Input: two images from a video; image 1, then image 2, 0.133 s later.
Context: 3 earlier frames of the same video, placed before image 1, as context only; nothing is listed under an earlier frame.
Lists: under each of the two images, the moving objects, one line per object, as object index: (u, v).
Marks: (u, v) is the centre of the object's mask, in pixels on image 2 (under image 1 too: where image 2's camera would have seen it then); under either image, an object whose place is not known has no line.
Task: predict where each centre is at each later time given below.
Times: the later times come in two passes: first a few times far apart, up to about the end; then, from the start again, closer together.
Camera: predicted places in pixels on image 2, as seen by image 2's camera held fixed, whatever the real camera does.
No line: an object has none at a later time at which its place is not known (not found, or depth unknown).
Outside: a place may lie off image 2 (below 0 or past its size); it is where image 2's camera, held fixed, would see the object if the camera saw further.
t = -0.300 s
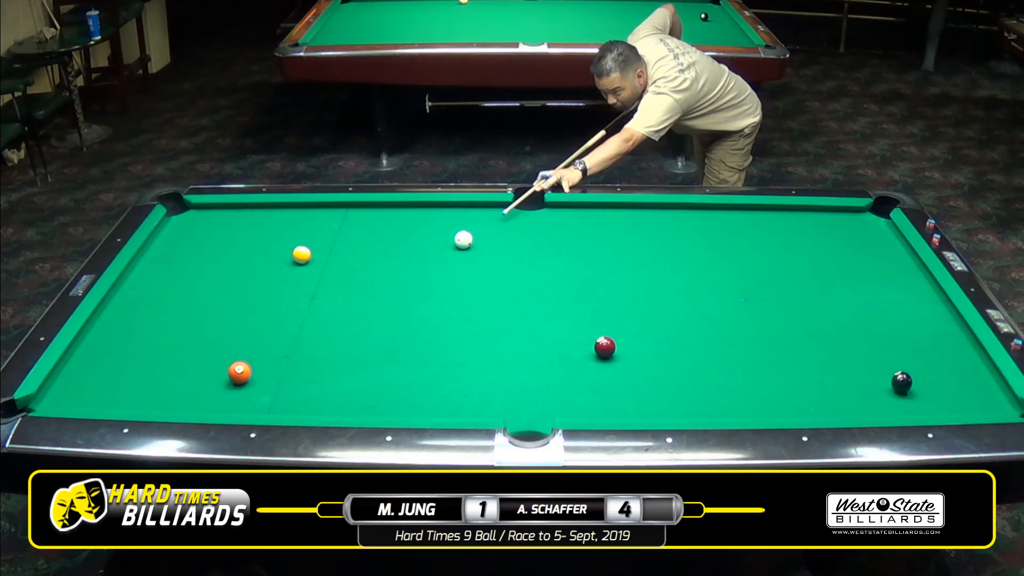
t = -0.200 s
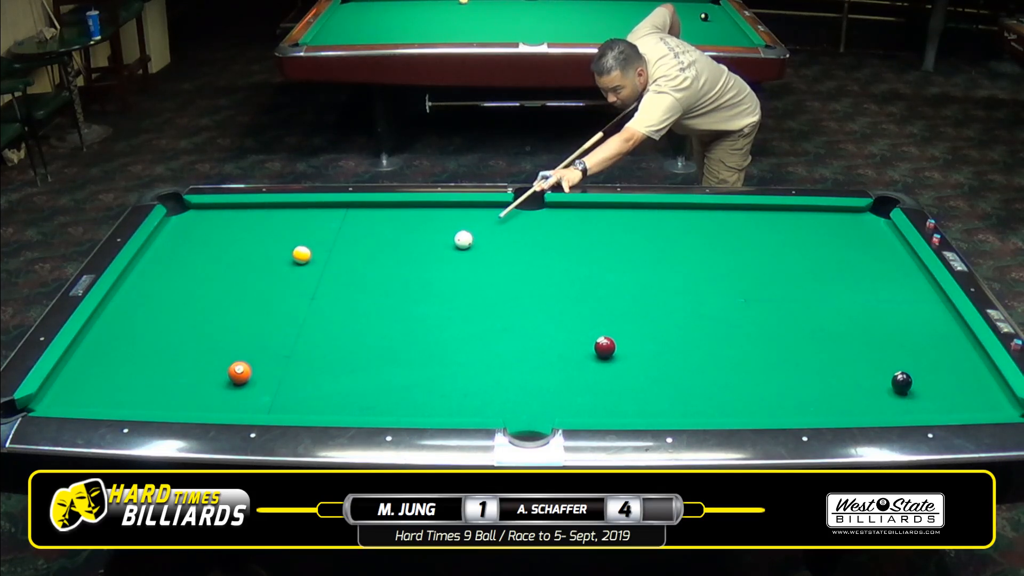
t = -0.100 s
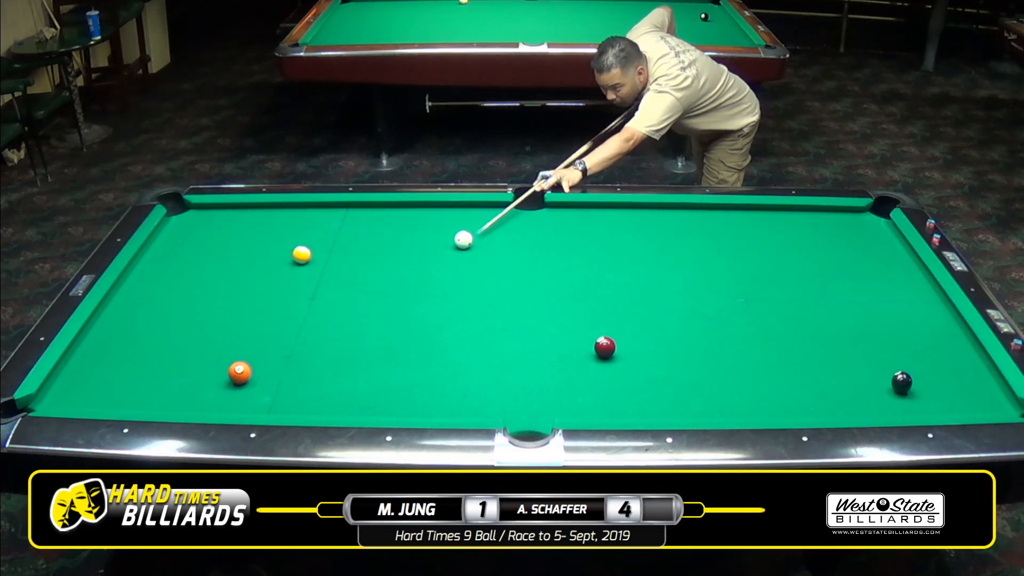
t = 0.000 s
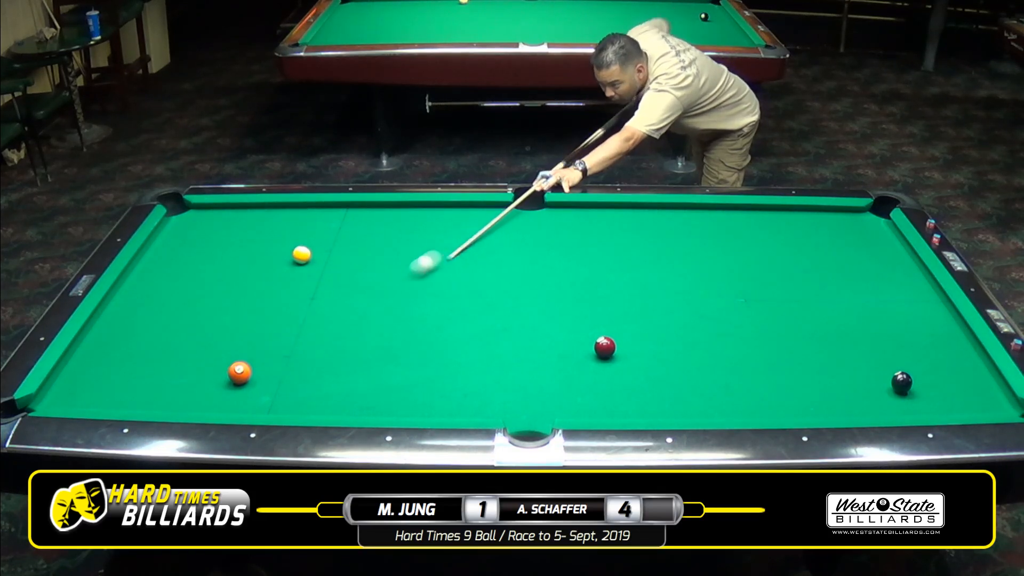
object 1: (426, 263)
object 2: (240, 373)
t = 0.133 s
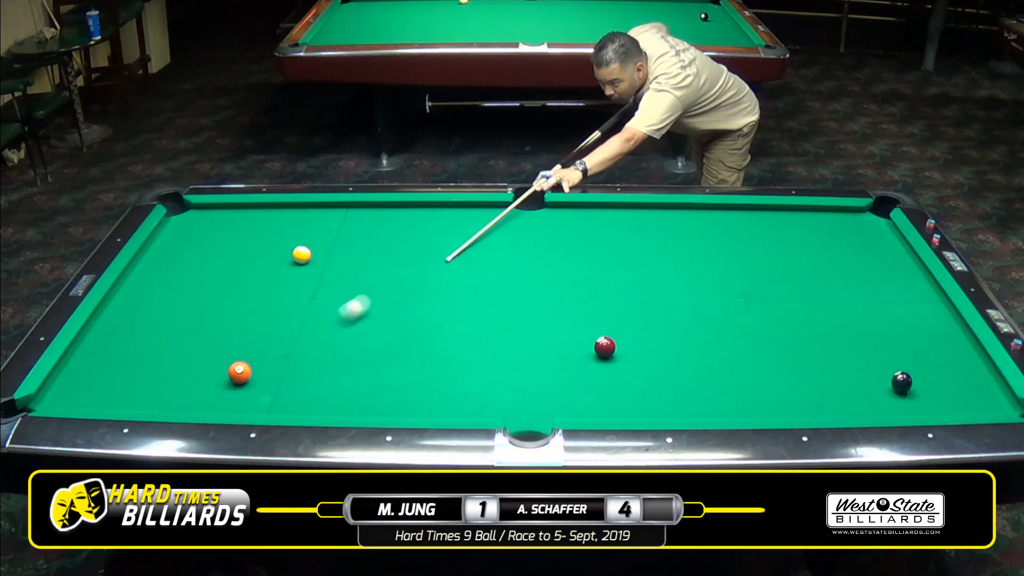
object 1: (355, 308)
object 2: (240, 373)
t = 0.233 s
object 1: (304, 341)
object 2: (240, 373)
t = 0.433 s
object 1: (261, 393)
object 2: (196, 379)
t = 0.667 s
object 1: (290, 391)
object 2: (127, 389)
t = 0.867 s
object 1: (326, 368)
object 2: (71, 396)
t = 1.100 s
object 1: (364, 344)
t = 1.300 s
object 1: (393, 326)
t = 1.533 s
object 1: (425, 306)
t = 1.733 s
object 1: (449, 291)
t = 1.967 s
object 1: (476, 274)
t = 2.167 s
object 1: (496, 262)
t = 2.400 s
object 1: (517, 248)
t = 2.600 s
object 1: (534, 238)
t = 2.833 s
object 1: (552, 226)
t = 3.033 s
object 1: (566, 217)
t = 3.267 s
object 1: (581, 208)
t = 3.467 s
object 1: (590, 210)
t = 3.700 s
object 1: (599, 216)
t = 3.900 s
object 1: (607, 220)
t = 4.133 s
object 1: (615, 225)
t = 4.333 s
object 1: (621, 229)
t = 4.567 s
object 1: (628, 234)
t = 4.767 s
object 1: (634, 237)
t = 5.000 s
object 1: (640, 240)
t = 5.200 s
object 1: (644, 243)
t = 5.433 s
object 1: (648, 246)
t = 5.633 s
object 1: (650, 248)
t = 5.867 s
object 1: (653, 249)
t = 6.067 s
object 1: (654, 250)
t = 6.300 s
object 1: (654, 251)
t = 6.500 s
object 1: (654, 251)
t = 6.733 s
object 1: (654, 251)
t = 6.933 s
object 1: (654, 251)
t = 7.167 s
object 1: (654, 251)
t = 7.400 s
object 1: (654, 251)
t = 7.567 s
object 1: (654, 251)
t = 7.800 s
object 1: (654, 251)
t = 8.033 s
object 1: (654, 251)
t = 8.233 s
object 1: (654, 251)
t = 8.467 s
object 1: (654, 251)
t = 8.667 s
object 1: (654, 251)
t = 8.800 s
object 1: (654, 251)
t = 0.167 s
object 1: (338, 319)
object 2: (240, 373)
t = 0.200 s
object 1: (320, 330)
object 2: (240, 373)
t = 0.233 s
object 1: (304, 341)
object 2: (240, 373)
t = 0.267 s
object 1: (288, 351)
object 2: (240, 373)
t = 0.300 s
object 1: (272, 362)
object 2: (239, 373)
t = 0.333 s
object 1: (262, 371)
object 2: (235, 373)
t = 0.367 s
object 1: (262, 379)
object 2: (221, 375)
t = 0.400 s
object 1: (262, 386)
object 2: (208, 377)
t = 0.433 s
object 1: (261, 393)
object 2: (196, 379)
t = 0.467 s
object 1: (260, 401)
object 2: (186, 381)
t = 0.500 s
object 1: (259, 405)
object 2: (176, 381)
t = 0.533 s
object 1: (264, 405)
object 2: (166, 383)
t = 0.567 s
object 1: (271, 402)
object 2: (156, 385)
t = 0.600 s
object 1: (277, 399)
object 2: (146, 386)
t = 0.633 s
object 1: (284, 394)
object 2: (136, 388)
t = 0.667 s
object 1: (290, 391)
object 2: (127, 389)
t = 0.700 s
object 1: (296, 386)
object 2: (117, 390)
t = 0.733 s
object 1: (302, 383)
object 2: (108, 391)
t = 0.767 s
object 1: (308, 379)
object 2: (99, 393)
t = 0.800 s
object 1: (314, 375)
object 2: (89, 394)
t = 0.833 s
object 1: (320, 372)
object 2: (80, 395)
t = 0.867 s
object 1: (326, 368)
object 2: (71, 396)
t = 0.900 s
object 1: (332, 364)
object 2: (62, 397)
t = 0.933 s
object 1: (337, 361)
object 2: (53, 398)
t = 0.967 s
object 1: (343, 357)
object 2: (43, 399)
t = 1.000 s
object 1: (348, 354)
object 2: (34, 401)
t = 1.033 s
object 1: (353, 351)
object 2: (28, 405)
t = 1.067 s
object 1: (359, 347)
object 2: (25, 409)
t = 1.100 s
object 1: (364, 344)
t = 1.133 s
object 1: (369, 341)
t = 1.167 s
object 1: (374, 338)
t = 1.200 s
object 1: (379, 335)
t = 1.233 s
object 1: (384, 332)
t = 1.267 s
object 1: (389, 329)
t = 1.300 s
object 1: (393, 326)
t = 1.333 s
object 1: (398, 323)
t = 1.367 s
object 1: (403, 320)
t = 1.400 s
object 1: (407, 317)
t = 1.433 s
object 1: (412, 314)
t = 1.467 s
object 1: (416, 312)
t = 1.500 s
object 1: (421, 309)
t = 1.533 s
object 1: (425, 306)
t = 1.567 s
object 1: (429, 303)
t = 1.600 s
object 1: (434, 301)
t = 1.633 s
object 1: (437, 298)
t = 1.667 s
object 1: (442, 296)
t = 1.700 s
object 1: (446, 293)
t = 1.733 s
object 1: (449, 291)
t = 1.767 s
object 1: (453, 288)
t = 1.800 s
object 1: (457, 286)
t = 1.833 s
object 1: (461, 284)
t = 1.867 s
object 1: (465, 281)
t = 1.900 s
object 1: (468, 279)
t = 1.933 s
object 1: (472, 277)
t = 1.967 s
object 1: (476, 274)
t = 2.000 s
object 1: (479, 272)
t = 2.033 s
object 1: (482, 270)
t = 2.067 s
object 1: (486, 268)
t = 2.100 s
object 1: (489, 266)
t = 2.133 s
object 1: (492, 264)
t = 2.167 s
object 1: (496, 262)
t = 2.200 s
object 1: (499, 260)
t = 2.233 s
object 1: (502, 258)
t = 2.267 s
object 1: (505, 256)
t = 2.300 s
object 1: (508, 254)
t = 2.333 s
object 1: (511, 252)
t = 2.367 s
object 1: (514, 250)
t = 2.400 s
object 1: (517, 248)
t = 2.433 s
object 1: (520, 246)
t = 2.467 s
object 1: (523, 244)
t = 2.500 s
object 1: (526, 243)
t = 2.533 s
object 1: (529, 241)
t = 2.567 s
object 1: (531, 239)
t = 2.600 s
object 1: (534, 238)
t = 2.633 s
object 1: (536, 236)
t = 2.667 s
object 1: (539, 234)
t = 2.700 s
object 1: (542, 232)
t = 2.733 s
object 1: (544, 231)
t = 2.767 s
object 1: (547, 229)
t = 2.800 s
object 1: (549, 228)
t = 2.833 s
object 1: (552, 226)
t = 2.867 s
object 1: (554, 225)
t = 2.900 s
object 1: (557, 223)
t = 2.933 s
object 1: (559, 222)
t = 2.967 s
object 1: (561, 220)
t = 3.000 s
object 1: (563, 219)
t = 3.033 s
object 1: (566, 217)
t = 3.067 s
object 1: (568, 216)
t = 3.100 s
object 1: (570, 215)
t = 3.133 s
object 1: (572, 213)
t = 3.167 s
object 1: (574, 212)
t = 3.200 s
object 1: (576, 211)
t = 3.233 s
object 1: (579, 209)
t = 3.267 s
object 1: (581, 208)
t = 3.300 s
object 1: (583, 207)
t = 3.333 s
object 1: (585, 206)
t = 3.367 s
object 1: (586, 207)
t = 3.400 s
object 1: (587, 208)
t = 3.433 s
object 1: (589, 209)
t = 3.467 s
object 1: (590, 210)
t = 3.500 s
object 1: (591, 211)
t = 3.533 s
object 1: (593, 211)
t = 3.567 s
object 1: (594, 212)
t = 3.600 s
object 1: (595, 213)
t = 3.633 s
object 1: (597, 214)
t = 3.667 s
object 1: (598, 215)
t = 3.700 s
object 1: (599, 216)
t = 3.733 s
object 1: (600, 216)
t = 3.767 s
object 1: (602, 217)
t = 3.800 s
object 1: (603, 218)
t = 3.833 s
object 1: (604, 219)
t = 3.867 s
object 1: (606, 219)
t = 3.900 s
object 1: (607, 220)
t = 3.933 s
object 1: (608, 221)
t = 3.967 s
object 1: (609, 222)
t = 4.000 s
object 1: (610, 222)
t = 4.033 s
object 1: (611, 223)
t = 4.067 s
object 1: (612, 224)
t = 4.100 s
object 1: (614, 225)
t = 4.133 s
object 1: (615, 225)
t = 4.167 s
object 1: (616, 226)
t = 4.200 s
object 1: (617, 227)
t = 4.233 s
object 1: (618, 227)
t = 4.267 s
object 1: (619, 228)
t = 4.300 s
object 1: (620, 229)
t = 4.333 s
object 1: (621, 229)
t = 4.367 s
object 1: (622, 230)
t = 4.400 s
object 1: (623, 231)
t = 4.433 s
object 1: (624, 231)
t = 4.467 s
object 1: (626, 232)
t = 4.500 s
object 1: (626, 232)
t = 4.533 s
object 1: (627, 233)
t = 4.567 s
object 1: (628, 234)
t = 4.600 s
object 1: (629, 234)
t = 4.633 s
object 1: (630, 235)
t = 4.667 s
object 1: (631, 235)
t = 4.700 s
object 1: (632, 236)
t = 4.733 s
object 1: (633, 236)
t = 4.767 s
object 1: (634, 237)
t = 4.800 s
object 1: (635, 237)
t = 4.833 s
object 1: (636, 238)
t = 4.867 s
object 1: (637, 238)
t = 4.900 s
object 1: (638, 239)
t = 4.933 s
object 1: (638, 239)
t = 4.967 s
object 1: (639, 240)
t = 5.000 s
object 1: (640, 240)
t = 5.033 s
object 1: (640, 241)
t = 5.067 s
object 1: (641, 241)
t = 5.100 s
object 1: (642, 242)
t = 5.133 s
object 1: (642, 242)
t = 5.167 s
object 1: (643, 243)
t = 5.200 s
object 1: (644, 243)
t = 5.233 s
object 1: (644, 243)
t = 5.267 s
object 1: (645, 244)
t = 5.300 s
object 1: (646, 244)
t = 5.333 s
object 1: (646, 245)
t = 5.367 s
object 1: (647, 245)
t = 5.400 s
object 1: (647, 245)
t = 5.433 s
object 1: (648, 246)
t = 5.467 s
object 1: (648, 246)
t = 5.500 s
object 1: (649, 246)
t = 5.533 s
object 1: (649, 247)
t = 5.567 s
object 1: (649, 247)
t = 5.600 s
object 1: (650, 247)
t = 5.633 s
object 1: (650, 248)
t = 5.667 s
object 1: (651, 248)
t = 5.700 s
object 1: (651, 248)
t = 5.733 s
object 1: (651, 248)
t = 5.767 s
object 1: (652, 248)
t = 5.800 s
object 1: (652, 249)
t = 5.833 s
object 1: (652, 249)
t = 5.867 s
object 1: (653, 249)
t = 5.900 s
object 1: (653, 249)
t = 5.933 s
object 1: (653, 249)
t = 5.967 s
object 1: (653, 250)
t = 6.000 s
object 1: (654, 250)
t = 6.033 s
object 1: (654, 250)
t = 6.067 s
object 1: (654, 250)
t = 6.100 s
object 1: (654, 250)
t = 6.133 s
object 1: (654, 250)
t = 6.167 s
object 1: (654, 250)
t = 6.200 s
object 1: (654, 251)
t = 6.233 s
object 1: (654, 251)
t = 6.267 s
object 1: (654, 251)
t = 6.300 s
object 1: (654, 251)
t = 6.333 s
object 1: (654, 251)
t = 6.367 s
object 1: (654, 251)
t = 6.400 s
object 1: (654, 251)
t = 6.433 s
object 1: (654, 251)
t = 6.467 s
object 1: (654, 251)
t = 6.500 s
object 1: (654, 251)
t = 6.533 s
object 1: (654, 251)
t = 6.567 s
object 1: (654, 251)
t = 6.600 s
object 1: (654, 251)
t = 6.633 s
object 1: (654, 251)
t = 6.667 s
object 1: (654, 251)
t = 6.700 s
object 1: (654, 251)
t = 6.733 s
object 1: (654, 251)
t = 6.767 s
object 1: (654, 251)
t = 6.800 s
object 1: (654, 251)
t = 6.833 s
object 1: (654, 251)
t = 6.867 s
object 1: (654, 251)
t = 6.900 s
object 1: (654, 251)
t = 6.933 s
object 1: (654, 251)
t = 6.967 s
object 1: (654, 251)
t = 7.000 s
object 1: (654, 251)
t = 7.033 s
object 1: (654, 251)
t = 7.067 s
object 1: (654, 251)
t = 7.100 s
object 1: (654, 251)
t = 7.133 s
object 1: (654, 251)
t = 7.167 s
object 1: (654, 251)
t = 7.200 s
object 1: (654, 251)
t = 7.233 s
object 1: (654, 251)
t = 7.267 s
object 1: (654, 251)
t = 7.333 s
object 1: (654, 251)
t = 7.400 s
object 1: (654, 251)
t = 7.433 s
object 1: (654, 251)
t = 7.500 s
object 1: (654, 251)
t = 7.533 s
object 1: (654, 251)
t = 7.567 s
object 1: (654, 251)
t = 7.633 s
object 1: (654, 251)
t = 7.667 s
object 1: (654, 251)
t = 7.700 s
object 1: (654, 251)
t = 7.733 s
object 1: (654, 251)
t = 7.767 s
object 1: (654, 251)
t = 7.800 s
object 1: (654, 251)
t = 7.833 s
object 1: (654, 251)
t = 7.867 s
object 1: (654, 251)
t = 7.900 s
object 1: (654, 251)
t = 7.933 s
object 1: (654, 251)
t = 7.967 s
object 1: (654, 251)
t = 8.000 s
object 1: (654, 251)
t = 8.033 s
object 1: (654, 251)
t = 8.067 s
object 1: (654, 251)
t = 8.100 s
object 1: (654, 251)
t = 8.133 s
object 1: (654, 251)
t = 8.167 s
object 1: (654, 251)
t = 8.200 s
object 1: (654, 251)
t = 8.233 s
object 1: (654, 251)
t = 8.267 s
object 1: (654, 251)
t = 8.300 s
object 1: (654, 251)
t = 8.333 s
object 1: (654, 251)
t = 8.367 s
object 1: (654, 251)
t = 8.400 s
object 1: (654, 251)
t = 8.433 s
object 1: (654, 251)
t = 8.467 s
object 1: (654, 251)
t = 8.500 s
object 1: (654, 251)
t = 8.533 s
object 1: (654, 251)
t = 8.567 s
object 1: (654, 251)
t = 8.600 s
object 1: (654, 251)
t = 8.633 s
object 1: (654, 251)
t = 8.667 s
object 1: (654, 251)
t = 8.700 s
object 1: (654, 251)
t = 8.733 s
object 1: (654, 251)
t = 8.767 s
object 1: (654, 251)
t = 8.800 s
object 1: (654, 251)
